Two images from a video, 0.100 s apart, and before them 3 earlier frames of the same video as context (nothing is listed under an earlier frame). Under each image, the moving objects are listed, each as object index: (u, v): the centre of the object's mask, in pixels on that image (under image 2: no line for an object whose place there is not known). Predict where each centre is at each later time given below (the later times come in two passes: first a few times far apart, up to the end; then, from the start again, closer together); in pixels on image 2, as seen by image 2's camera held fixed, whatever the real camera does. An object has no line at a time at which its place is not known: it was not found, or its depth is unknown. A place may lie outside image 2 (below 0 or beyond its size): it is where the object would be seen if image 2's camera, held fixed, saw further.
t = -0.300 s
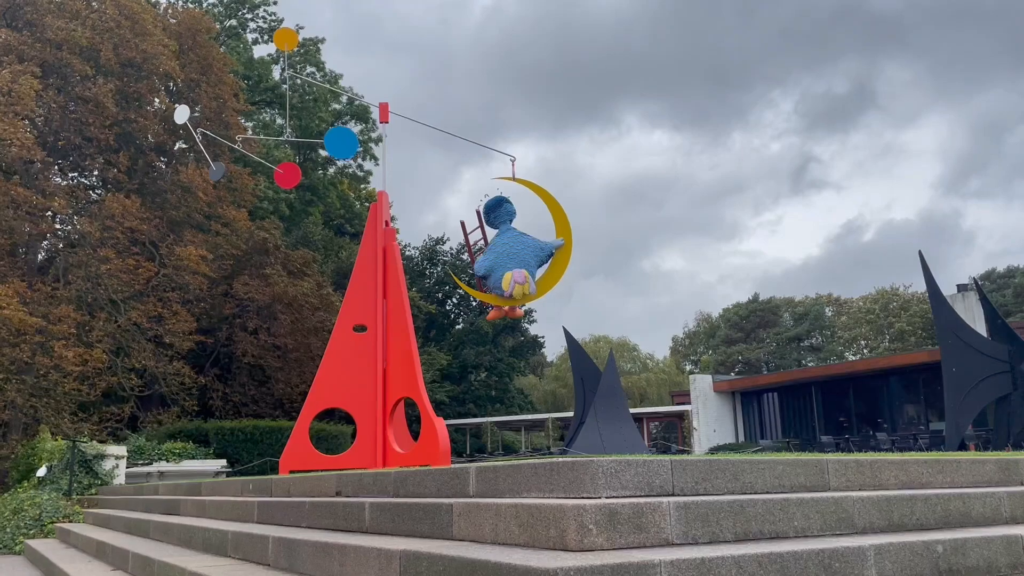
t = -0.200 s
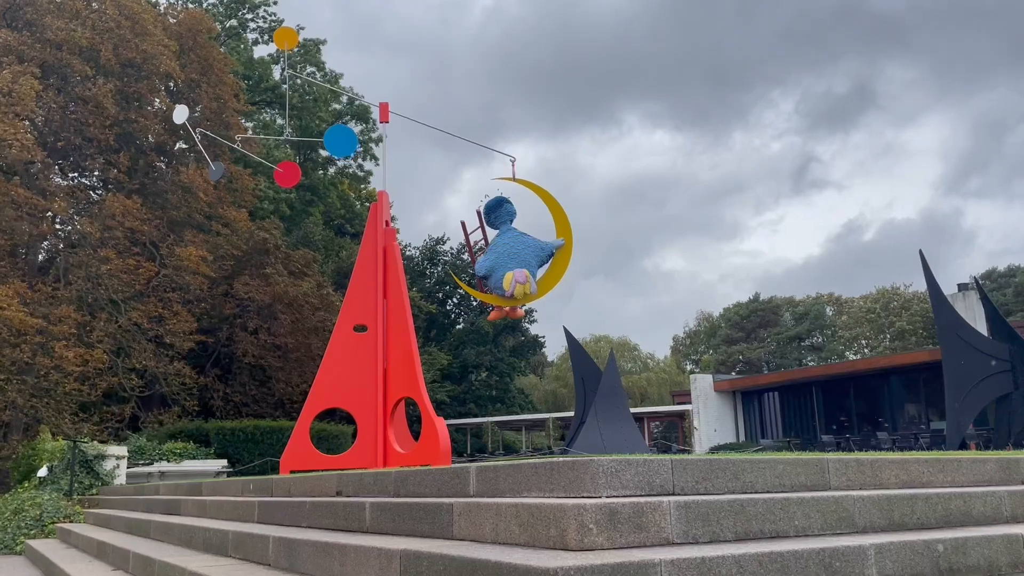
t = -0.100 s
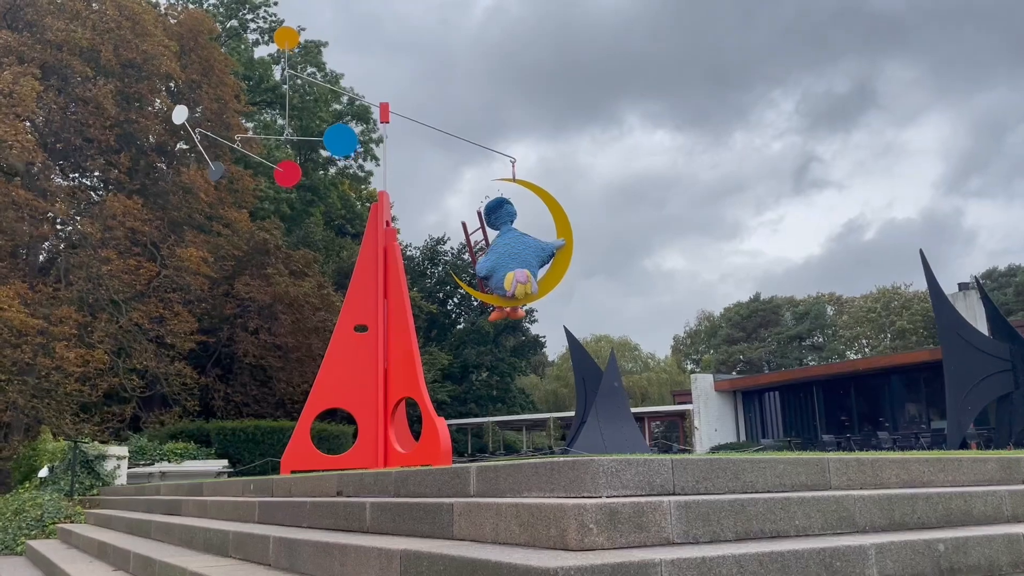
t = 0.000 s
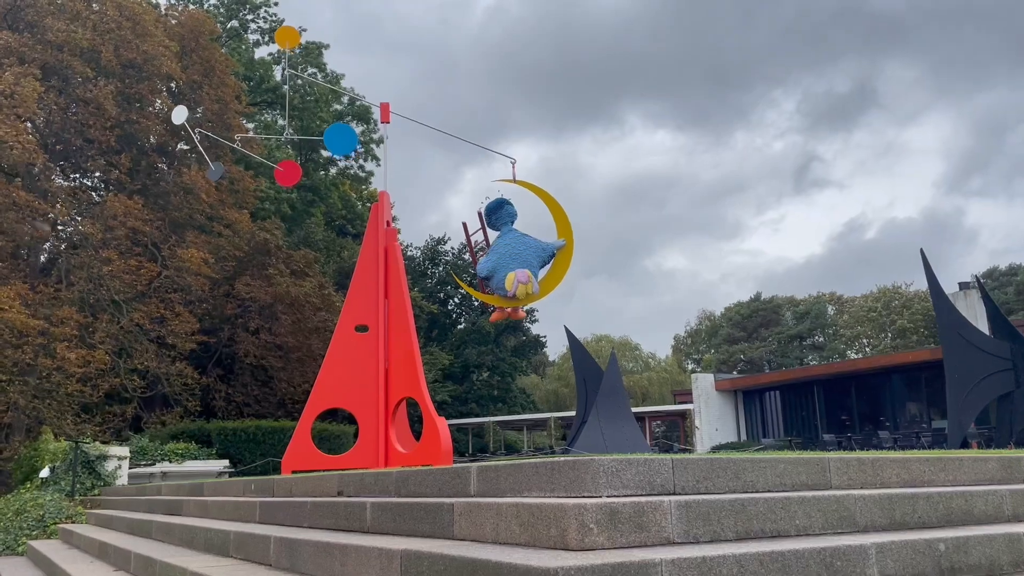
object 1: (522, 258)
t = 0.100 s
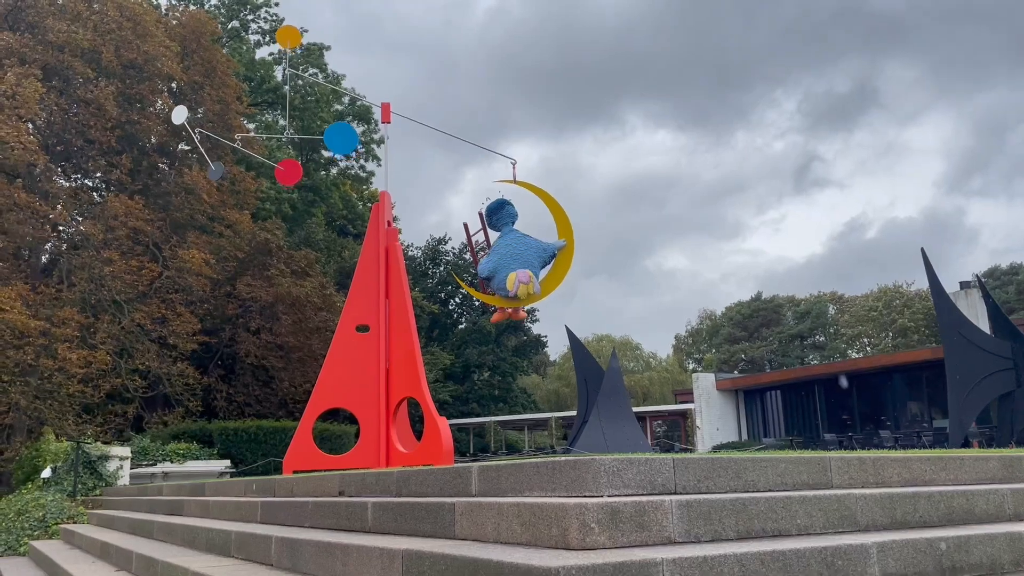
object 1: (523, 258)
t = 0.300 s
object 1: (522, 260)
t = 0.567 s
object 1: (521, 261)
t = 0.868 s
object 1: (518, 263)
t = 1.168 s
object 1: (515, 266)
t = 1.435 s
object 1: (511, 268)
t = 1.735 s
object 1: (506, 270)
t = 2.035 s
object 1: (501, 272)
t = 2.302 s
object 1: (496, 274)
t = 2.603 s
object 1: (491, 277)
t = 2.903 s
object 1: (486, 279)
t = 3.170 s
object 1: (481, 280)
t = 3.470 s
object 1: (475, 281)
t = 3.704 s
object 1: (471, 283)
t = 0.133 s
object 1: (523, 259)
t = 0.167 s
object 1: (523, 259)
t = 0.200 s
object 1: (523, 259)
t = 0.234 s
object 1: (523, 259)
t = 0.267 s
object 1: (522, 259)
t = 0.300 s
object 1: (522, 260)
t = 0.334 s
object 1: (522, 260)
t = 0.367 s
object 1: (522, 260)
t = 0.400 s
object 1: (522, 260)
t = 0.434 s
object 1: (522, 261)
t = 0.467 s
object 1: (522, 261)
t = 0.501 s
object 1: (521, 261)
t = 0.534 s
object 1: (521, 261)
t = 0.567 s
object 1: (521, 261)
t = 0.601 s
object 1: (521, 262)
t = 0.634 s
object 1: (521, 262)
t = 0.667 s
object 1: (520, 262)
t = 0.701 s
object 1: (520, 262)
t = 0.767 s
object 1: (520, 263)
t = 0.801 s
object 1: (519, 263)
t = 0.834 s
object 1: (519, 263)
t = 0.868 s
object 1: (518, 263)
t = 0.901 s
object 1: (518, 264)
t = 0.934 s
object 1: (518, 264)
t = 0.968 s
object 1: (517, 264)
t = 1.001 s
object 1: (517, 264)
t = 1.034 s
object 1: (516, 265)
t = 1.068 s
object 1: (516, 265)
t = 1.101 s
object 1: (516, 265)
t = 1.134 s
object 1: (515, 265)
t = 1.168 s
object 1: (515, 266)
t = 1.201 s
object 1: (514, 266)
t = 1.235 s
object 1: (514, 266)
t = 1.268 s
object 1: (513, 267)
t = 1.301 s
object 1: (513, 267)
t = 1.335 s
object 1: (512, 267)
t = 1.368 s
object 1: (512, 267)
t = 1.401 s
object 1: (511, 268)
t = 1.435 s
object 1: (511, 268)
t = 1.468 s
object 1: (510, 268)
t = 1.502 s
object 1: (510, 268)
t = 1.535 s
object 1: (509, 269)
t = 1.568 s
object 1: (509, 269)
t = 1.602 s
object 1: (508, 269)
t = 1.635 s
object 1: (508, 269)
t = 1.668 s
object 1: (507, 270)
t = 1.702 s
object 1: (507, 270)
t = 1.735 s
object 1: (506, 270)
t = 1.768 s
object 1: (505, 270)
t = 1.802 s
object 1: (505, 271)
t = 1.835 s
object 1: (504, 271)
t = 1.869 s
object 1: (504, 271)
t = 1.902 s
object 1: (503, 271)
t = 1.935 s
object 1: (503, 271)
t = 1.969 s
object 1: (502, 272)
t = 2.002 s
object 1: (502, 272)
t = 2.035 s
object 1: (501, 272)
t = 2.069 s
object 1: (501, 272)
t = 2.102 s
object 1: (500, 273)
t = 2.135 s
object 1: (499, 273)
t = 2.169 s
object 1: (499, 273)
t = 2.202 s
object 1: (498, 273)
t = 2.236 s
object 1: (498, 273)
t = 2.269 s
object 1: (497, 274)
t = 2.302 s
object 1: (496, 274)
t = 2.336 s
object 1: (496, 274)
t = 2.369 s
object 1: (495, 275)
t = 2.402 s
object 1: (495, 275)
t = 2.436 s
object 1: (494, 275)
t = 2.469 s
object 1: (493, 275)
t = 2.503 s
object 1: (493, 276)
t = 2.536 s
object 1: (492, 276)
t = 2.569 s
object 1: (492, 276)
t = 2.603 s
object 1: (491, 277)
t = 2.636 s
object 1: (490, 277)
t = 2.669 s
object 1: (490, 277)
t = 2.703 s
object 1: (489, 277)
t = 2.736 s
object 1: (489, 278)
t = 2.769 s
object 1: (488, 278)
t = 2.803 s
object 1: (487, 278)
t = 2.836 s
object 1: (487, 278)
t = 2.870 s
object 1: (486, 279)
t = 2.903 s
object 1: (486, 279)
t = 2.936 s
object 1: (485, 279)
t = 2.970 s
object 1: (484, 279)
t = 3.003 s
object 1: (484, 280)
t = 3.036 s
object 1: (483, 280)
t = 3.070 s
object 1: (482, 280)
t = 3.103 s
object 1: (482, 280)
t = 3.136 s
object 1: (481, 280)
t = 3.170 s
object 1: (481, 280)
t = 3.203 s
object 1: (480, 280)
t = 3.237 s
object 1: (479, 281)
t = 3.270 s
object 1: (479, 281)
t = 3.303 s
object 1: (478, 281)
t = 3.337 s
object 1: (477, 281)
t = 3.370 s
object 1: (477, 281)
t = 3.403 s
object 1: (477, 281)
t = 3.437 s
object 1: (476, 281)
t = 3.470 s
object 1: (475, 281)
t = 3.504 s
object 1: (475, 281)
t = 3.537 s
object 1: (474, 281)
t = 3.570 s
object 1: (473, 282)
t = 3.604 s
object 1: (473, 282)
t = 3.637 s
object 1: (472, 282)
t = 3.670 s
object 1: (472, 282)
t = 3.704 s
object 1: (471, 283)
